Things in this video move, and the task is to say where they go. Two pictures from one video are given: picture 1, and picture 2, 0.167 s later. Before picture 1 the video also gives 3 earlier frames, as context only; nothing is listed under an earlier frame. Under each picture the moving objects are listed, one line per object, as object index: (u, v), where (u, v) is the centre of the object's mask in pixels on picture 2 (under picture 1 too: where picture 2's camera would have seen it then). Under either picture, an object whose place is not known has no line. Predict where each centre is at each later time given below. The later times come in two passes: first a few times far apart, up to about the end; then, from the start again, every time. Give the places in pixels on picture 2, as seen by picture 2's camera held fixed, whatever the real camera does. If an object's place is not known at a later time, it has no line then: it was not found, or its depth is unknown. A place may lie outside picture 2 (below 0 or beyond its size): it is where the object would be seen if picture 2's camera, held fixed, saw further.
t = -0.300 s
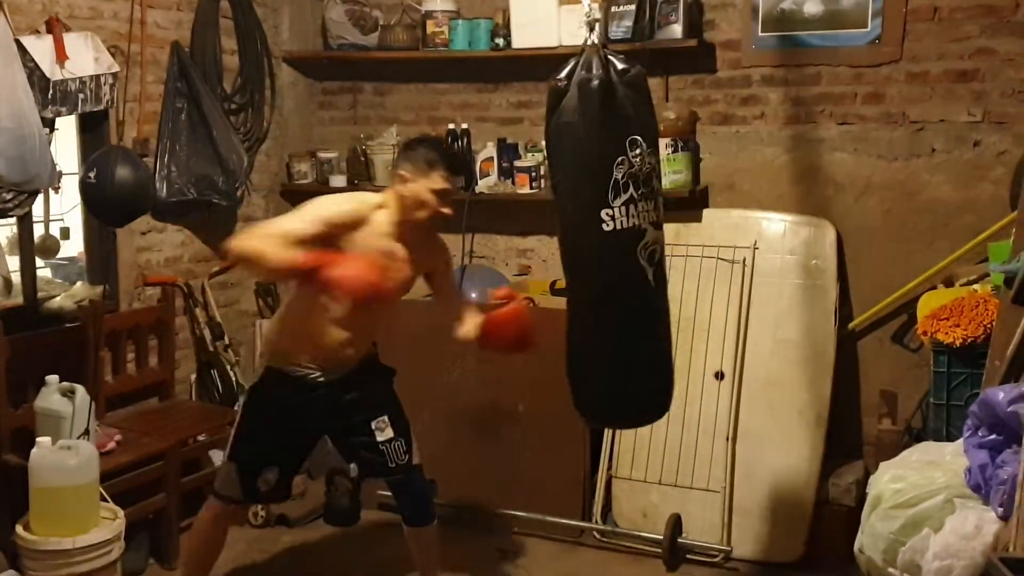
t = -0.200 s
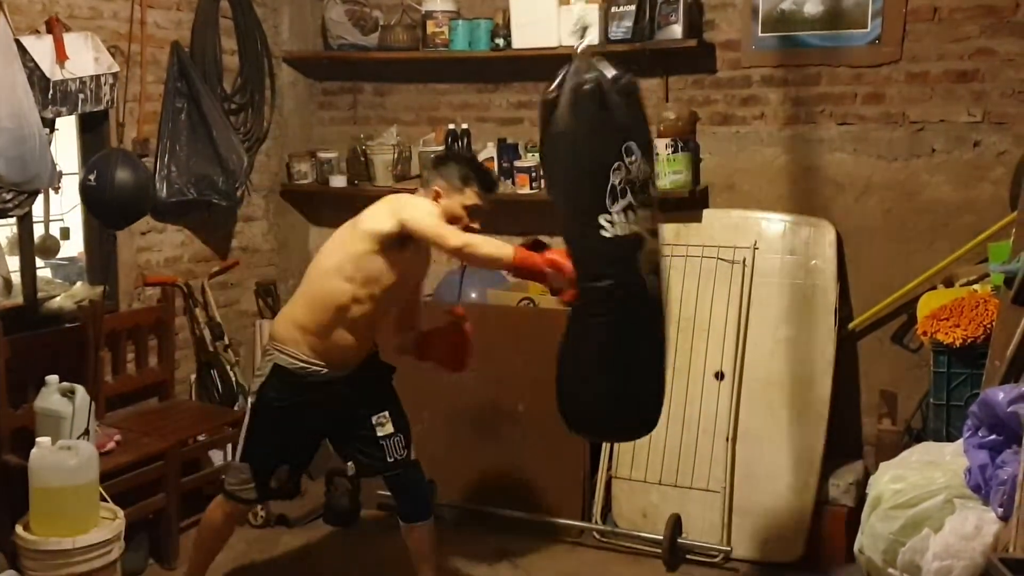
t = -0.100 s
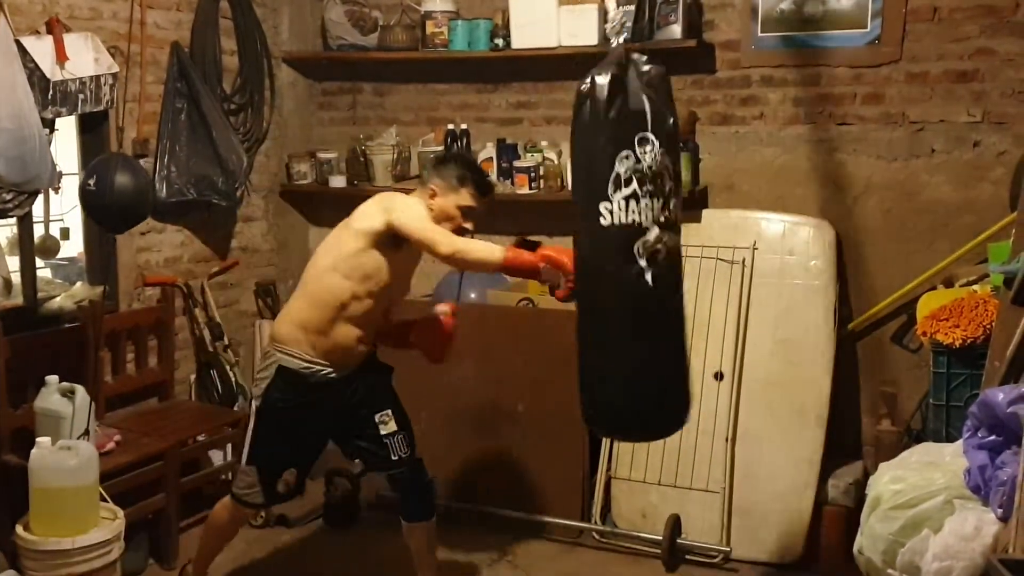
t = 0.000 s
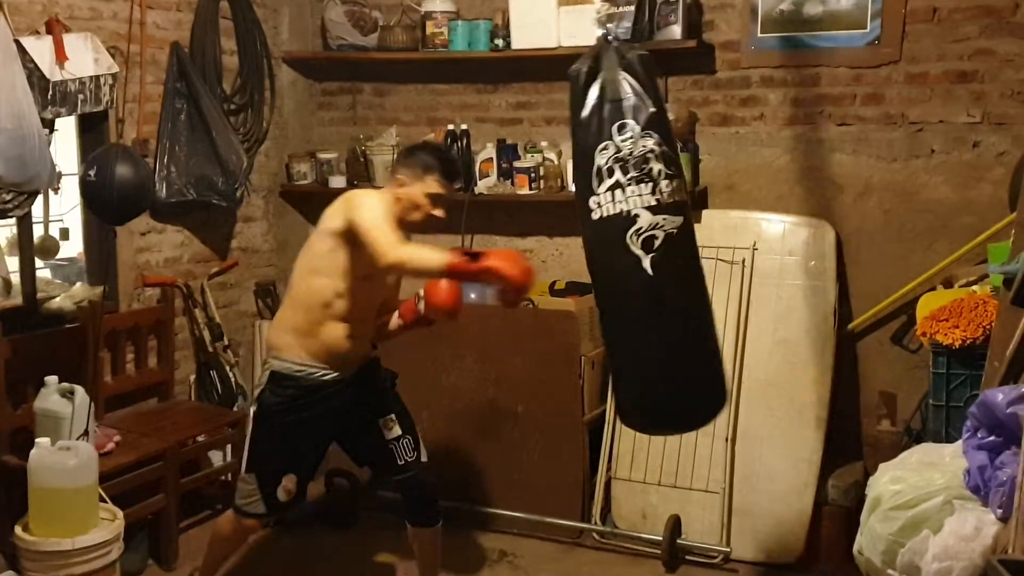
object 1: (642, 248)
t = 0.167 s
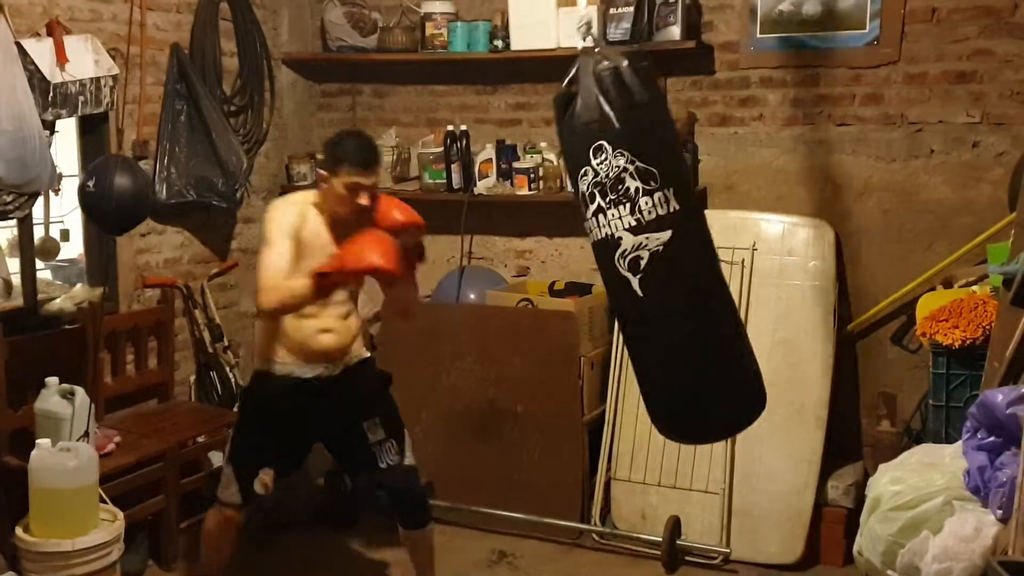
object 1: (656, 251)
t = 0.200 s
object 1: (659, 246)
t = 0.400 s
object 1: (659, 242)
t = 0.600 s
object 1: (604, 256)
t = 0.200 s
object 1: (659, 246)
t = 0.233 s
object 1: (661, 241)
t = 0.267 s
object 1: (663, 234)
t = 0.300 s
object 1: (665, 233)
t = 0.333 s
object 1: (665, 235)
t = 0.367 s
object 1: (663, 238)
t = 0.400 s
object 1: (659, 242)
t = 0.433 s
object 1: (652, 246)
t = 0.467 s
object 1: (644, 251)
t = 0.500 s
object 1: (635, 255)
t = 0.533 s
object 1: (625, 256)
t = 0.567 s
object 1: (615, 257)
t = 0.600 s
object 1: (604, 256)
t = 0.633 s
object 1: (595, 255)
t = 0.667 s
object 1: (586, 254)
